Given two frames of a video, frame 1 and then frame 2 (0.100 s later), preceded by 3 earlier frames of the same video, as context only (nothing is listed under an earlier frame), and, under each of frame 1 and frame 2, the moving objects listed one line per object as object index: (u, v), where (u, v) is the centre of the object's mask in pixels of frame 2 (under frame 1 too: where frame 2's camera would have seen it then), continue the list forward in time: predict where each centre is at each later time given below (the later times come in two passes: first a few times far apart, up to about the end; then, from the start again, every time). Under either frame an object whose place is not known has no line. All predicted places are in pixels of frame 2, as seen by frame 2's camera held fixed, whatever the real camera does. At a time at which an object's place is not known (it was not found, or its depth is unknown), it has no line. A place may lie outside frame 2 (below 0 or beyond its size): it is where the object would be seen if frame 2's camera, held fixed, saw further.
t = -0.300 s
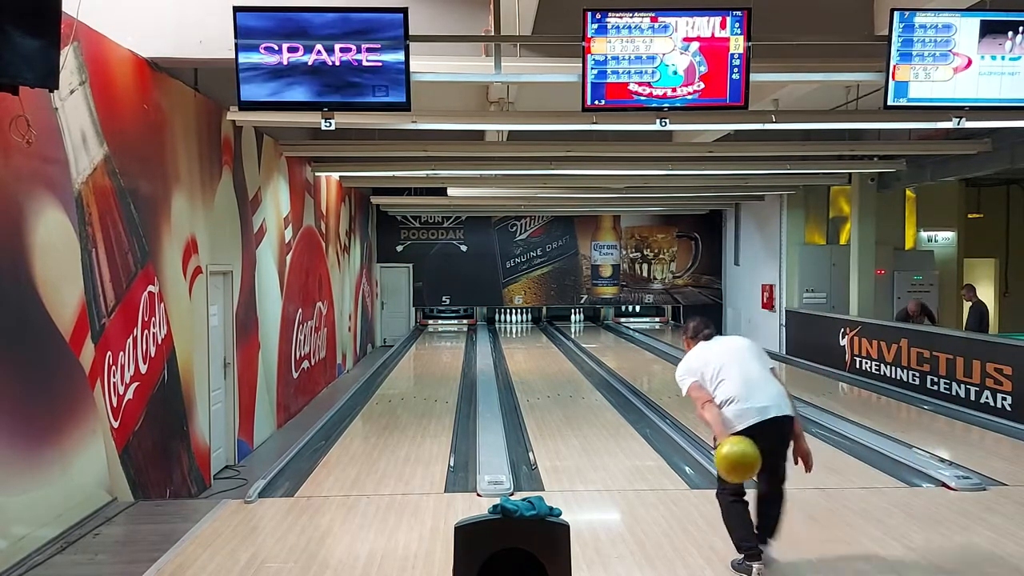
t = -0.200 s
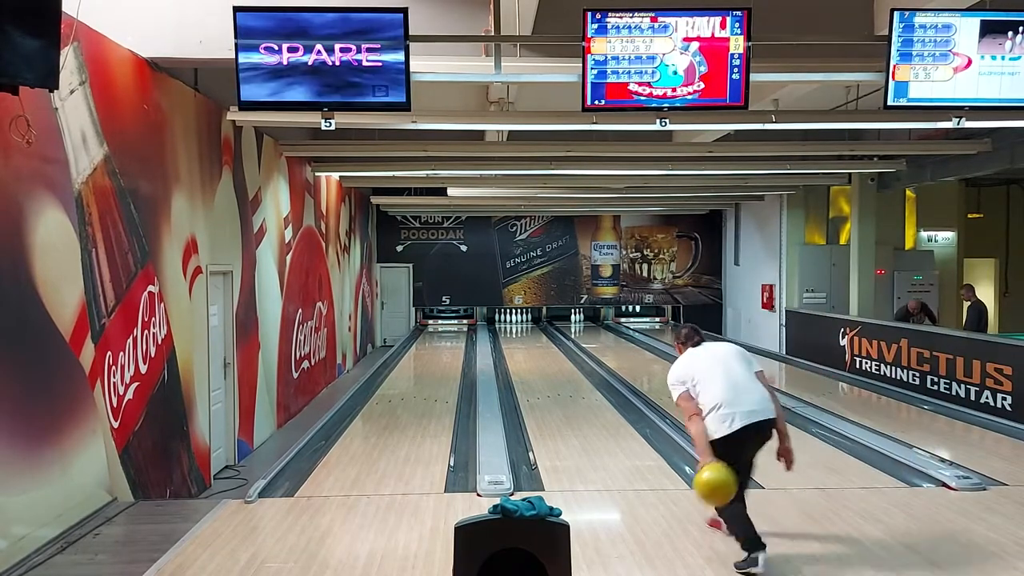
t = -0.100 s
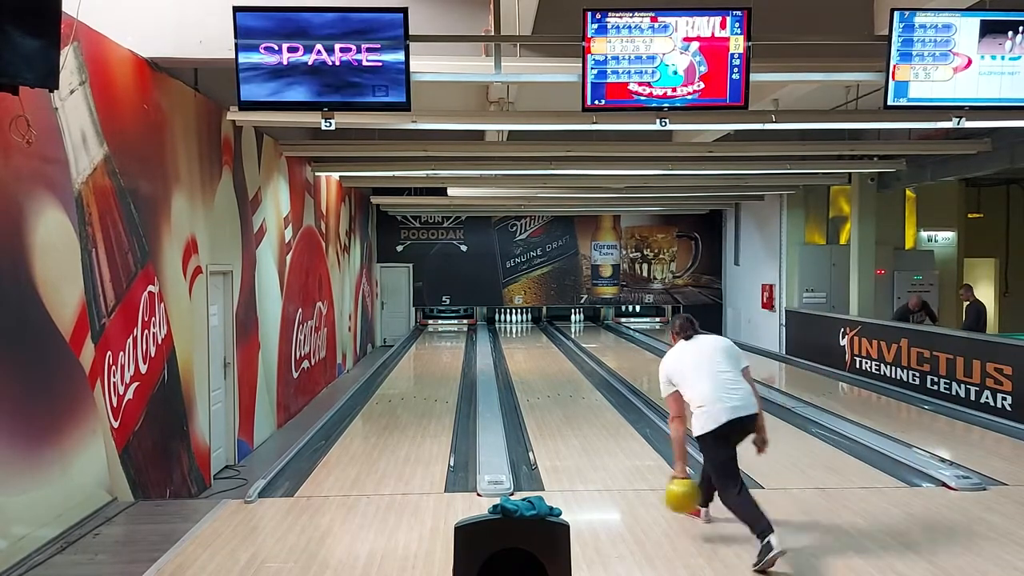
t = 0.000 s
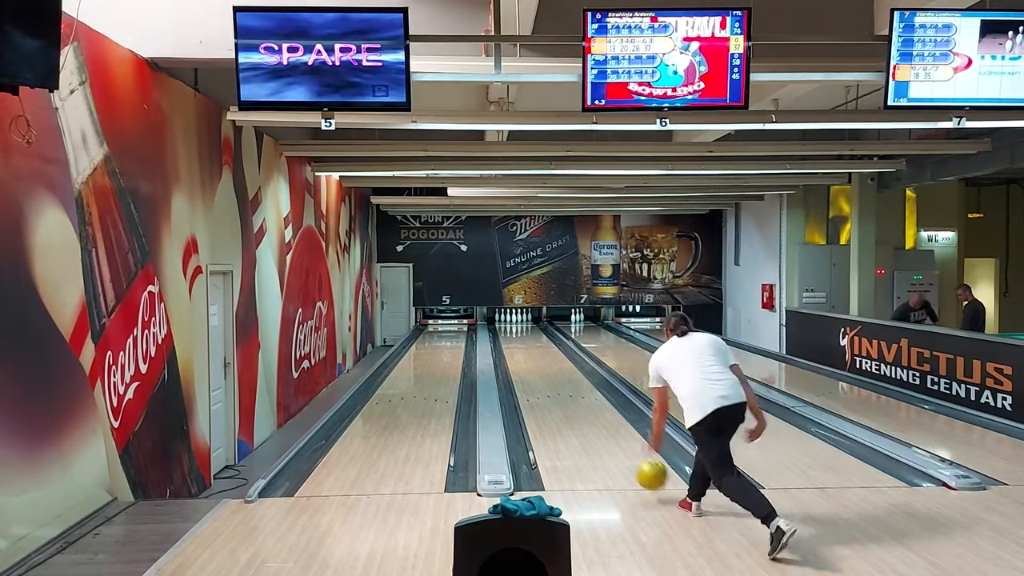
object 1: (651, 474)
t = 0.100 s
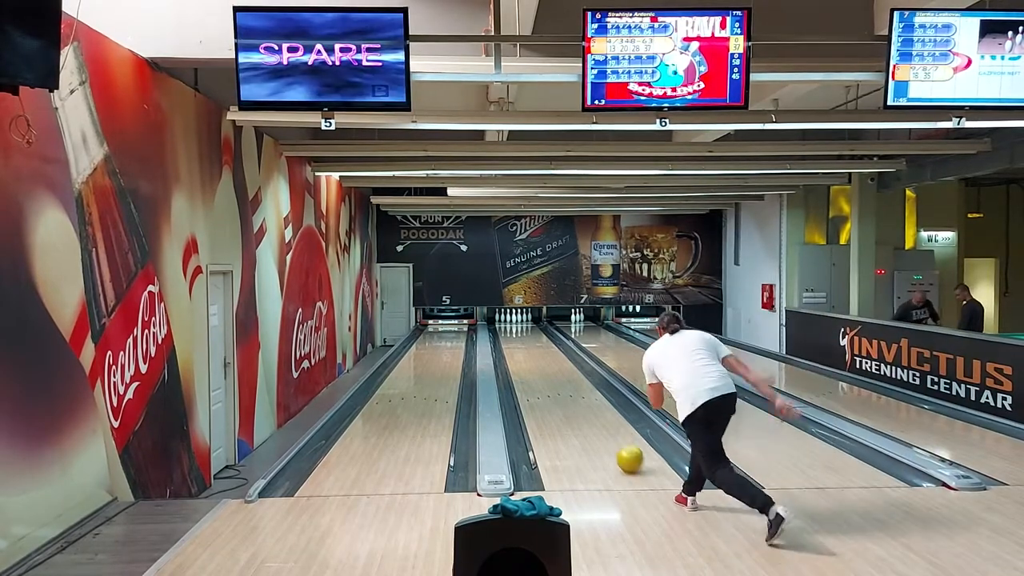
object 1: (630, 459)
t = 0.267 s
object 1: (603, 426)
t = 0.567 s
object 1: (572, 390)
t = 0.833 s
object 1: (556, 368)
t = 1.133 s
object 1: (542, 352)
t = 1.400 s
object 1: (534, 341)
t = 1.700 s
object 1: (526, 332)
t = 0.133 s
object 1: (623, 451)
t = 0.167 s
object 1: (618, 445)
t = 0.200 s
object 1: (612, 438)
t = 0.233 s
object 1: (608, 433)
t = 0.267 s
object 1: (603, 426)
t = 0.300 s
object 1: (599, 421)
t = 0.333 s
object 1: (595, 416)
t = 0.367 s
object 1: (591, 412)
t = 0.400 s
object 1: (588, 408)
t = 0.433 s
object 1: (584, 404)
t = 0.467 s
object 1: (581, 400)
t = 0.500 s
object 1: (578, 396)
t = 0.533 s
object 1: (575, 393)
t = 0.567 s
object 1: (572, 390)
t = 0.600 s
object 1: (570, 386)
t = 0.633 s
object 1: (568, 384)
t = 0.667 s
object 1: (565, 381)
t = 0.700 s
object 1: (563, 378)
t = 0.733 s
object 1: (561, 375)
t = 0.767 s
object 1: (559, 373)
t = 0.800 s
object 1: (557, 372)
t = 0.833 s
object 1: (556, 368)
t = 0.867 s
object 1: (554, 366)
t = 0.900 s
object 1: (552, 364)
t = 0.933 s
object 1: (551, 362)
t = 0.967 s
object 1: (549, 361)
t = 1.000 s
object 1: (548, 358)
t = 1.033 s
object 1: (546, 357)
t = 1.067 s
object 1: (545, 355)
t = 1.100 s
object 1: (544, 353)
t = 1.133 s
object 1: (542, 352)
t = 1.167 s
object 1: (541, 350)
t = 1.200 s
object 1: (540, 349)
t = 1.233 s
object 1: (539, 347)
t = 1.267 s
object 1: (538, 346)
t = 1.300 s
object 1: (537, 345)
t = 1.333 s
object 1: (536, 344)
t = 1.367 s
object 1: (535, 342)
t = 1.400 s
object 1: (534, 341)
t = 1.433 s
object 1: (533, 341)
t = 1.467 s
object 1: (533, 339)
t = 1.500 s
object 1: (532, 338)
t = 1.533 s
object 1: (531, 337)
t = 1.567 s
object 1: (530, 336)
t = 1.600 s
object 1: (529, 334)
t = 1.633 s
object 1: (528, 334)
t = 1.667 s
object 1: (527, 333)
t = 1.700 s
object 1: (526, 332)
